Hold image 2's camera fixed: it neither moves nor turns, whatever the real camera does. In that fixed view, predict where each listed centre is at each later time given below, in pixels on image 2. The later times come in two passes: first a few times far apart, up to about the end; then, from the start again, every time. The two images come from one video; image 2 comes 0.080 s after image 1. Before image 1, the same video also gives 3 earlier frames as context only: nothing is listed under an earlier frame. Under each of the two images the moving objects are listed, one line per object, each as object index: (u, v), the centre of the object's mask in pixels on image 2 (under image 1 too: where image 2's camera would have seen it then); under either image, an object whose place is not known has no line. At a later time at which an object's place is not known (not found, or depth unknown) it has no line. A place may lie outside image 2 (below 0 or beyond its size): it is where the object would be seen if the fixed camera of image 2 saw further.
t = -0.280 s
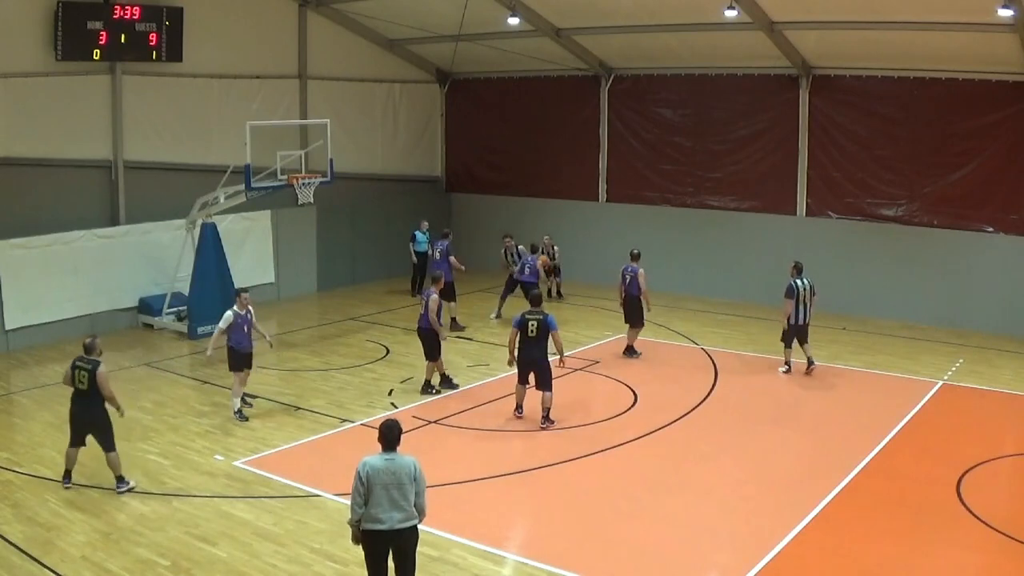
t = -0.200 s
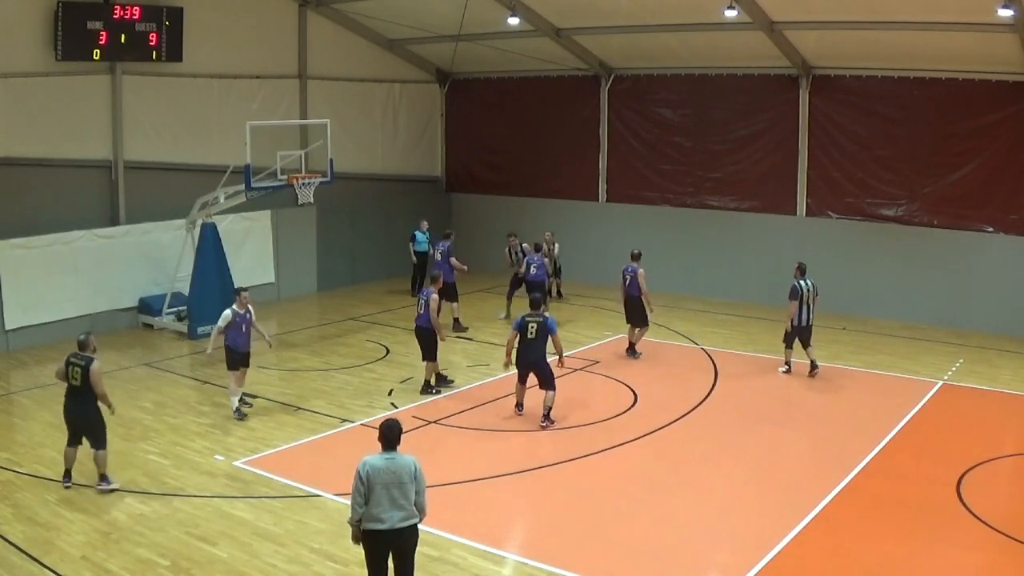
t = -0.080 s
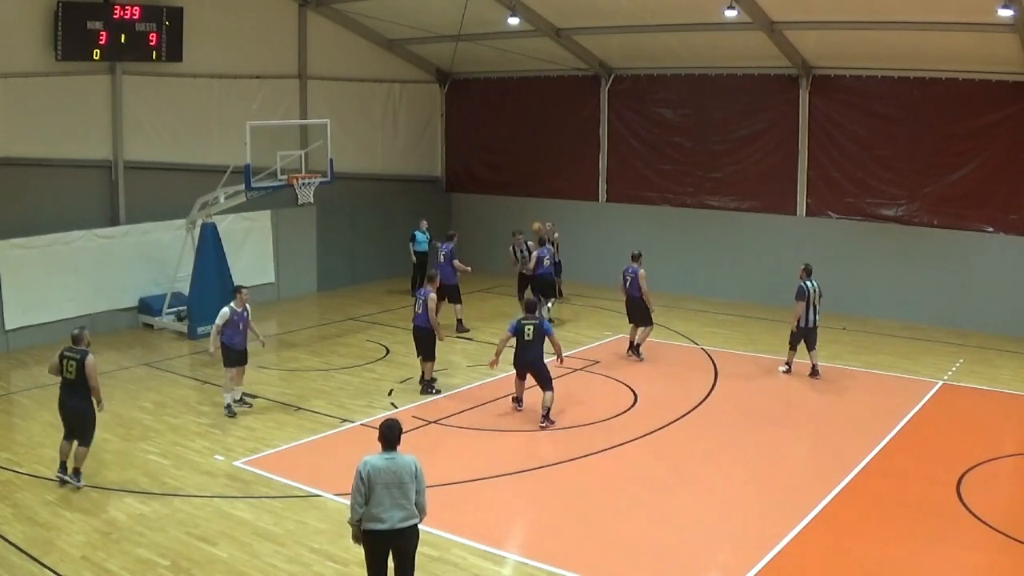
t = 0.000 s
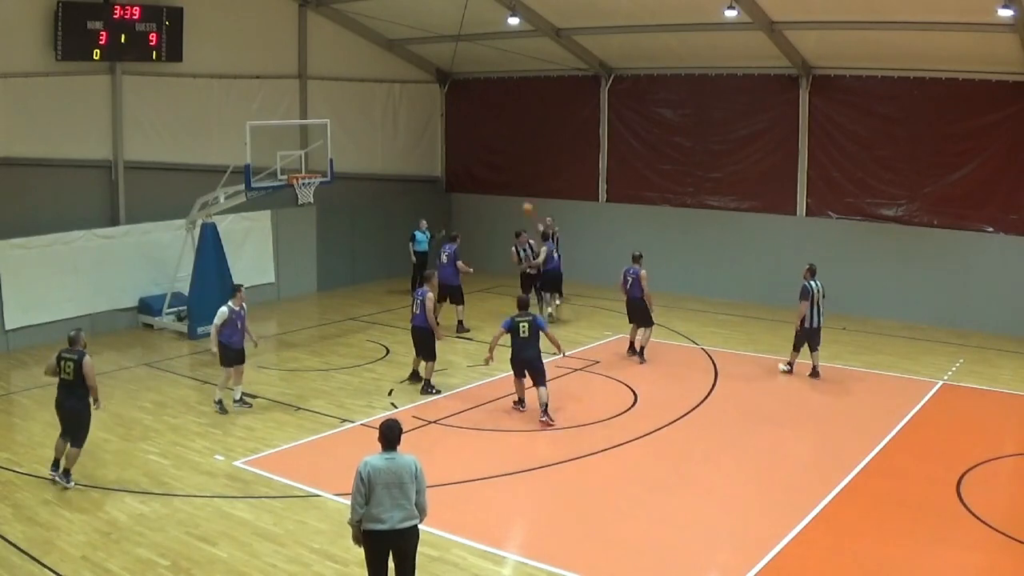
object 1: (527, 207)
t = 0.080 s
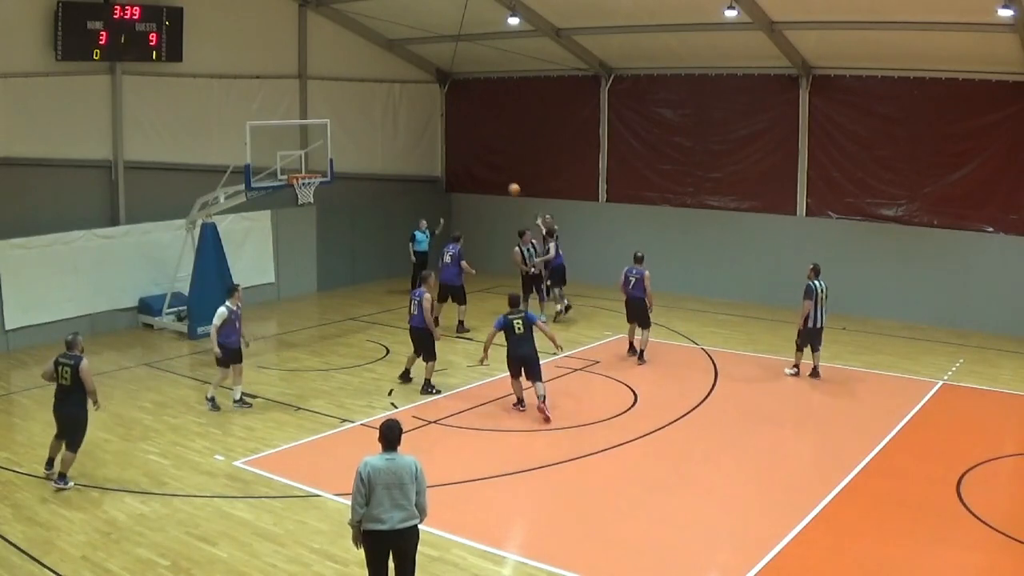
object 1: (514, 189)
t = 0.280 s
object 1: (478, 152)
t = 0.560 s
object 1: (426, 129)
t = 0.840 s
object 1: (365, 147)
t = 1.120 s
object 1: (303, 212)
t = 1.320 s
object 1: (259, 290)
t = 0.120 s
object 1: (507, 181)
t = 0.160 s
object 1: (500, 172)
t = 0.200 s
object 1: (493, 165)
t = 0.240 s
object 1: (485, 158)
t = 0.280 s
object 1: (478, 152)
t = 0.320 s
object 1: (471, 146)
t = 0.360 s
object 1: (464, 142)
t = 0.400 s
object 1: (456, 138)
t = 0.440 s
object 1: (449, 135)
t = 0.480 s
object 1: (441, 132)
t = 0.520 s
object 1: (433, 129)
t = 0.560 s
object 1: (426, 129)
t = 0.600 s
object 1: (417, 128)
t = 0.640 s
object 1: (409, 129)
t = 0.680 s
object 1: (401, 131)
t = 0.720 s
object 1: (392, 133)
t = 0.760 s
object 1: (383, 137)
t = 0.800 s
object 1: (375, 141)
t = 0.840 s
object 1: (365, 147)
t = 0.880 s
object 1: (357, 154)
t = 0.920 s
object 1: (348, 161)
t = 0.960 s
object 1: (339, 169)
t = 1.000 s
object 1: (330, 179)
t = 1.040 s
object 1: (322, 189)
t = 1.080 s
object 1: (313, 199)
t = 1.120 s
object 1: (303, 212)
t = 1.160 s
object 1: (295, 225)
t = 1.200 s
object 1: (287, 239)
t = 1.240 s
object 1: (277, 255)
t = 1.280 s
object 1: (268, 272)
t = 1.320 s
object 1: (259, 290)
